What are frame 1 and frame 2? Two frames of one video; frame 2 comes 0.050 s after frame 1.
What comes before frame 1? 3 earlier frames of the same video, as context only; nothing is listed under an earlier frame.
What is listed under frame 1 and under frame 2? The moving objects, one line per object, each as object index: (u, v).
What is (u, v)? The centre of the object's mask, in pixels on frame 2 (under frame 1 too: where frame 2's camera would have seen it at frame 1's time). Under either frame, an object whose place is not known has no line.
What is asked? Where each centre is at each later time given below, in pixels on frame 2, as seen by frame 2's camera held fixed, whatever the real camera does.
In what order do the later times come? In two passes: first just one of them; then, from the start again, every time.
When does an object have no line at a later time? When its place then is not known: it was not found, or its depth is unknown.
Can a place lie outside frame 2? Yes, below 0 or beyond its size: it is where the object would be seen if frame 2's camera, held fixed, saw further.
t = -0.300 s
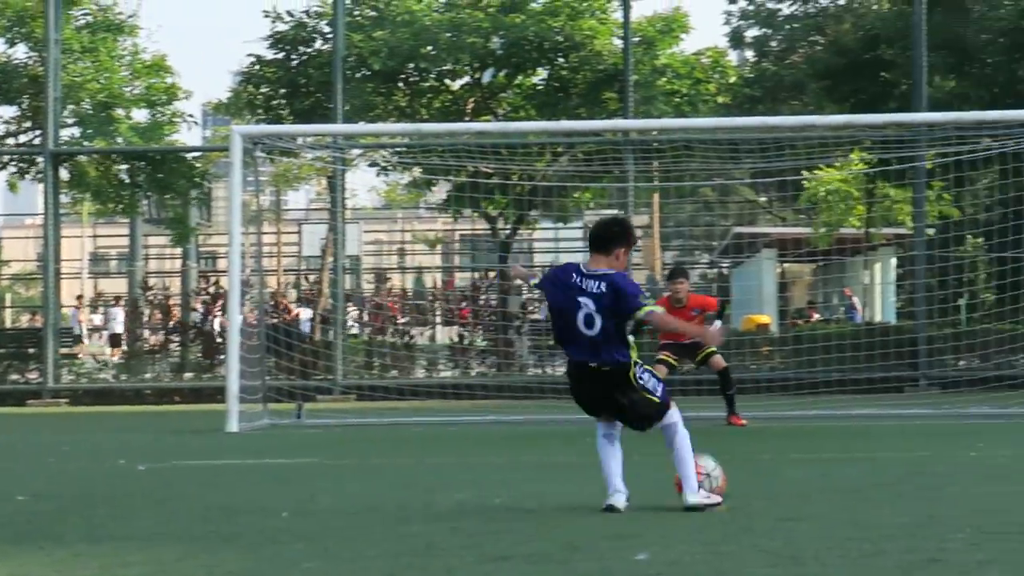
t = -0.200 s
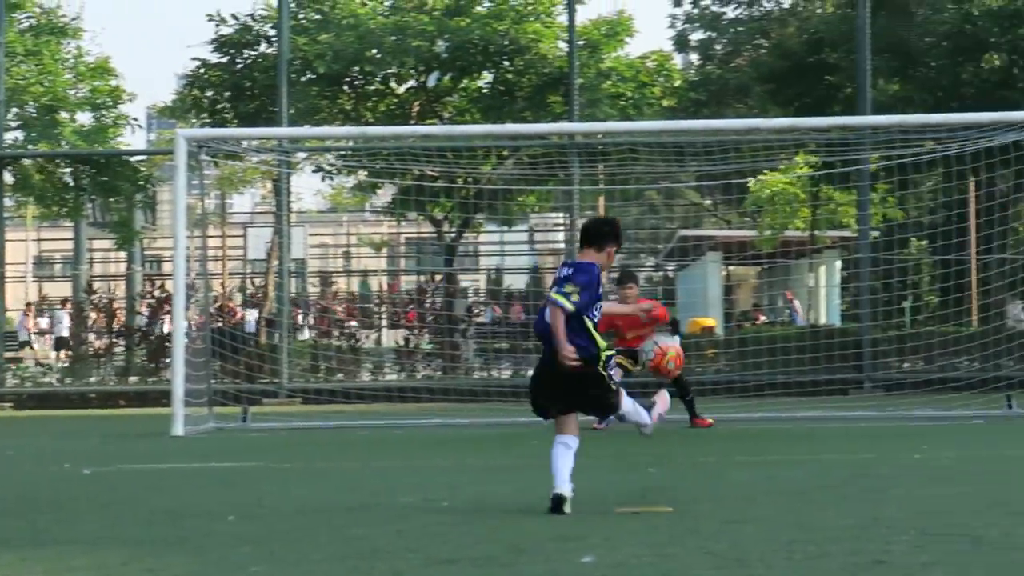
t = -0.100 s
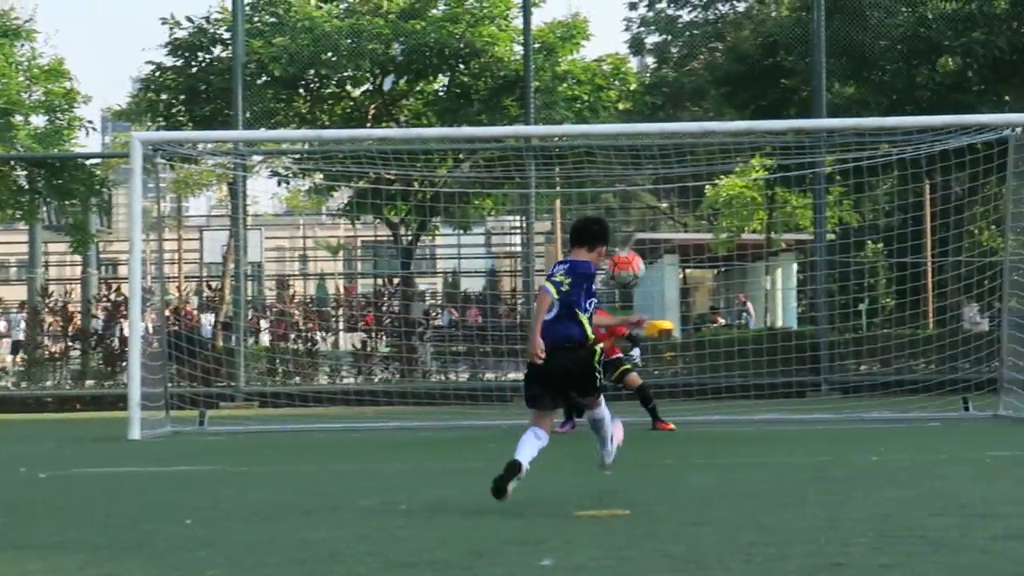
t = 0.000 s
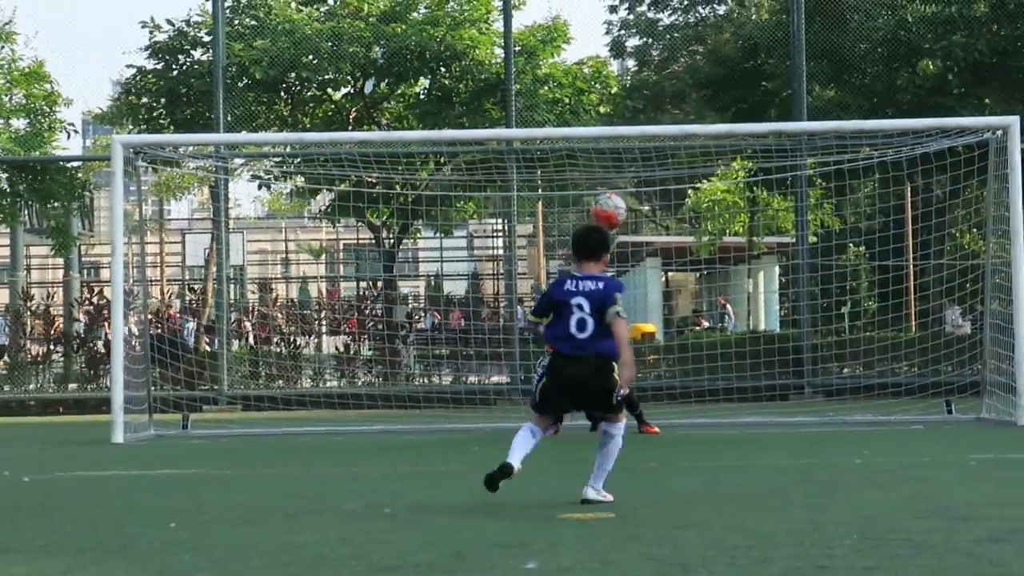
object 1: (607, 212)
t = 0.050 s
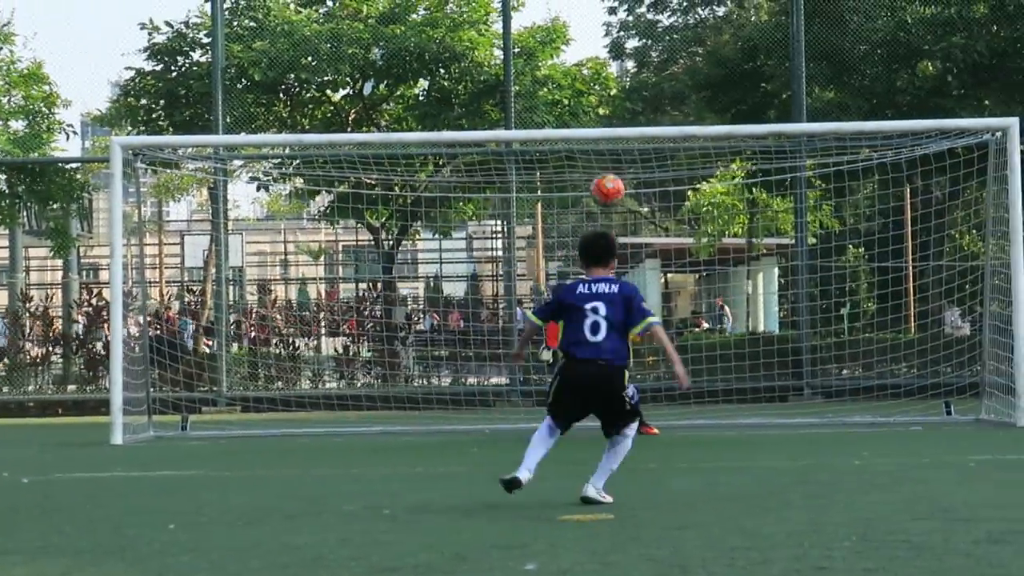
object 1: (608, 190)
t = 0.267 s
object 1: (594, 140)
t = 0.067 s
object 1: (607, 185)
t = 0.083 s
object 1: (606, 178)
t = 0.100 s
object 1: (605, 173)
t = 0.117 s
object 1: (604, 168)
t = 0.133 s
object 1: (603, 163)
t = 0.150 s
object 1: (603, 159)
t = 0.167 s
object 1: (602, 155)
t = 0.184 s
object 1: (602, 151)
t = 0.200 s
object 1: (601, 149)
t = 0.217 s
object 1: (599, 147)
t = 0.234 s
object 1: (597, 144)
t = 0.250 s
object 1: (595, 142)
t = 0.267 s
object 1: (594, 140)
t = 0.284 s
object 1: (593, 139)
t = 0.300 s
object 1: (593, 139)
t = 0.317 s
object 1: (591, 137)
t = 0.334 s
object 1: (590, 137)
